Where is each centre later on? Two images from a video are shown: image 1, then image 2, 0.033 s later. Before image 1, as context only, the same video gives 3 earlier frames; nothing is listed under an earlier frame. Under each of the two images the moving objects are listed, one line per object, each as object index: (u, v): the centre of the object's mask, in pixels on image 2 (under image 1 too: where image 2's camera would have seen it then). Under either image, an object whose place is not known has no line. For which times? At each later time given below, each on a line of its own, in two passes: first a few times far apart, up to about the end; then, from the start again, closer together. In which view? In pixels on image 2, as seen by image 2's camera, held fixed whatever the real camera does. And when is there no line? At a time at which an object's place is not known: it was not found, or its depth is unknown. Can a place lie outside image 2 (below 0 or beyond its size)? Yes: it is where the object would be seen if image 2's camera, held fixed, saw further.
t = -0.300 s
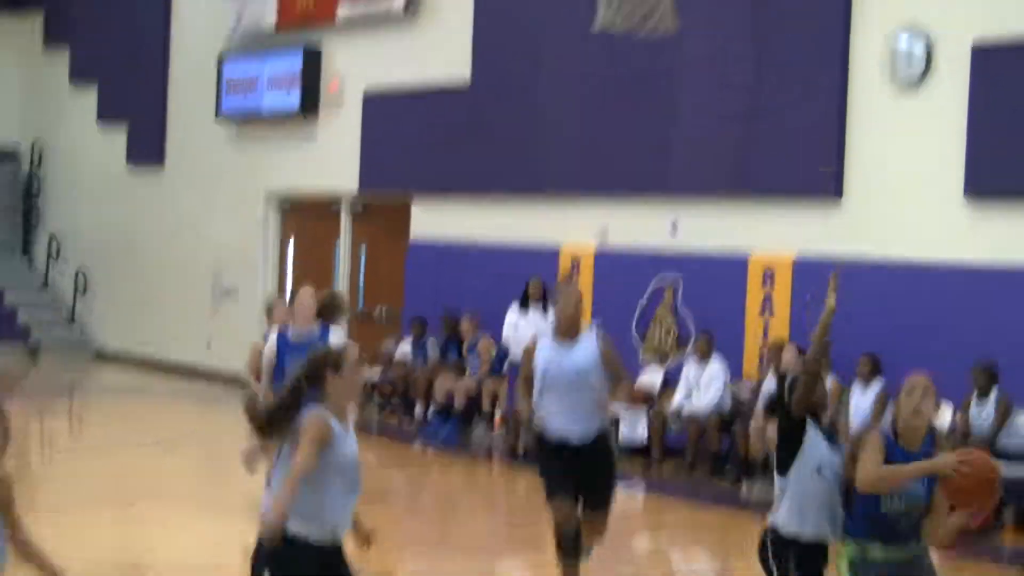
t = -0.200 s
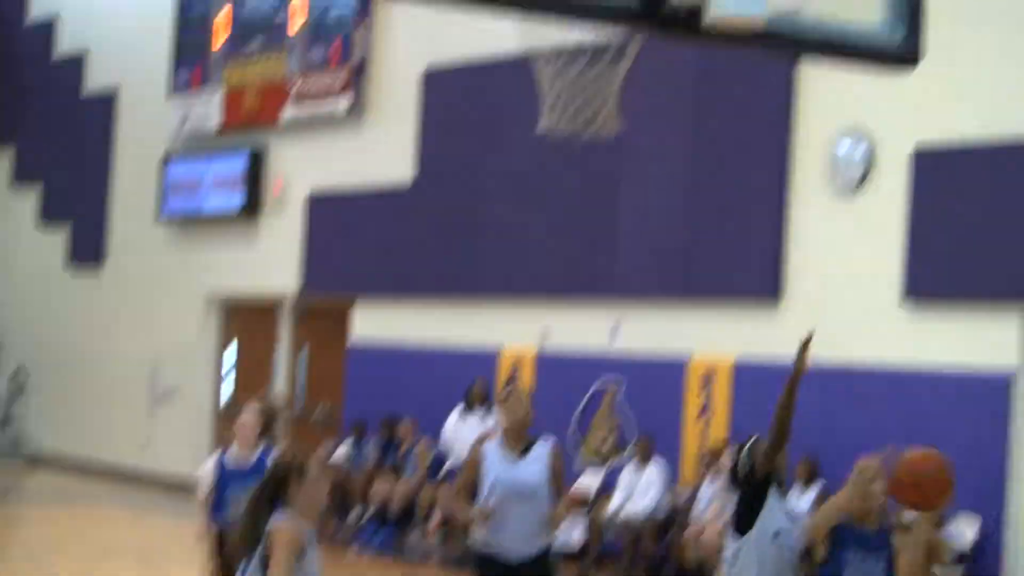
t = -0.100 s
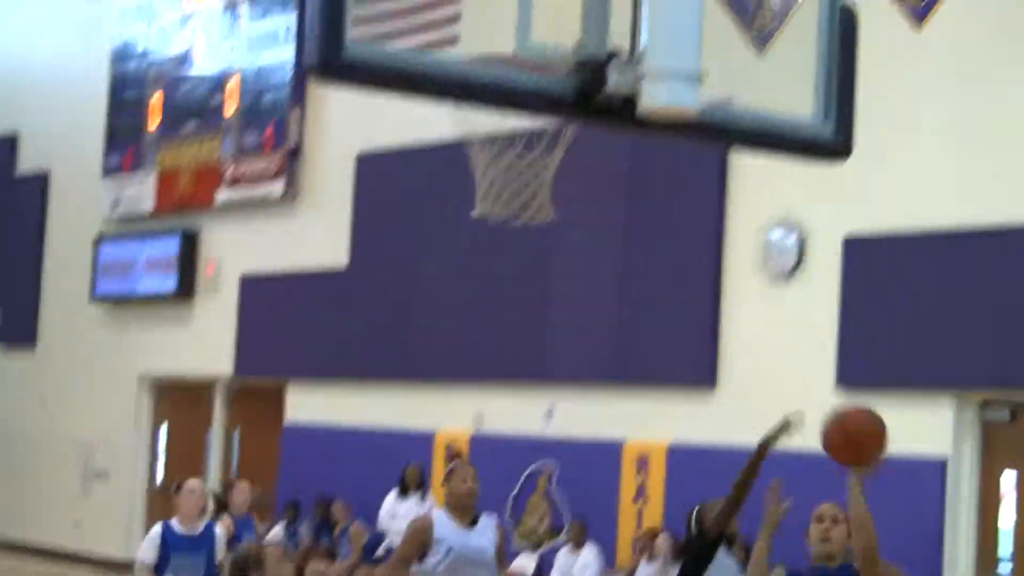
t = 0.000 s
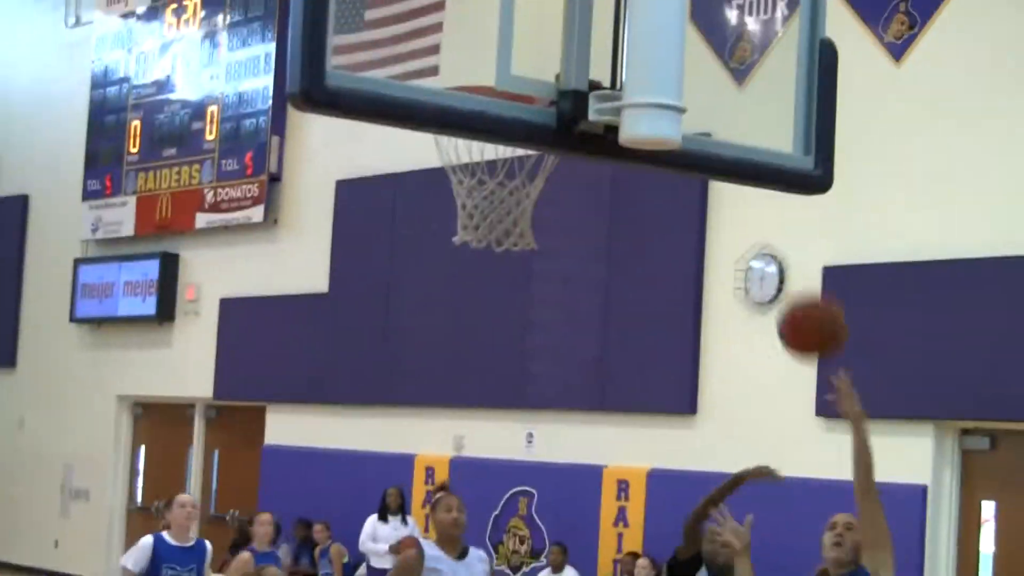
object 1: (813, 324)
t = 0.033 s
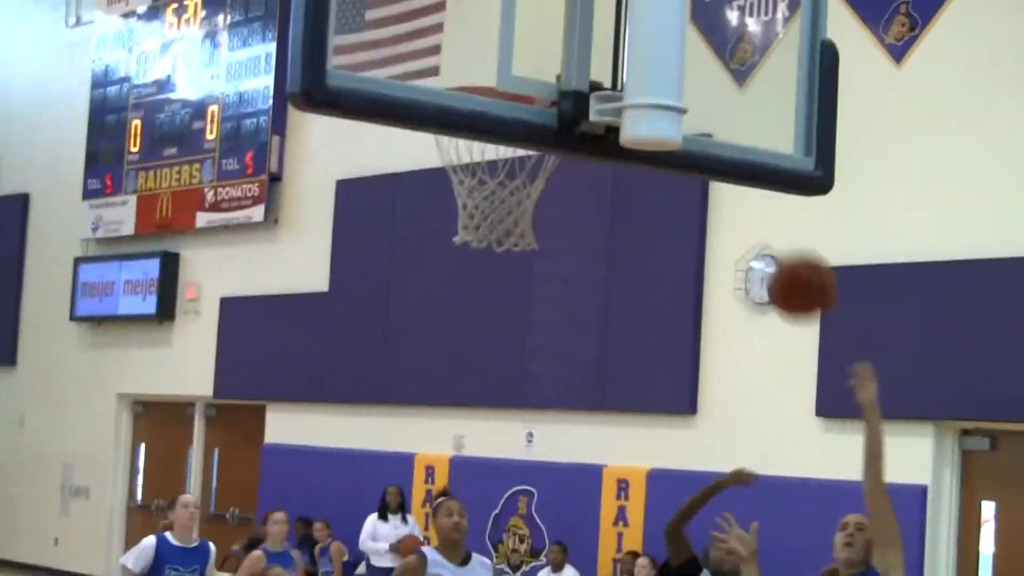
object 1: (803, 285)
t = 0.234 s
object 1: (720, 106)
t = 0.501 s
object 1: (551, 64)
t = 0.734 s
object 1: (520, 75)
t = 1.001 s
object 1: (469, 258)
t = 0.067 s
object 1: (792, 248)
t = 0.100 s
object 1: (778, 217)
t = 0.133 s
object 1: (759, 199)
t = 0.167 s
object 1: (756, 136)
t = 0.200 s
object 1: (741, 124)
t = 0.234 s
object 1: (720, 106)
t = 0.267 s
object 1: (705, 91)
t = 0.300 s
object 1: (696, 82)
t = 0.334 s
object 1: (688, 76)
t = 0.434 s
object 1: (603, 66)
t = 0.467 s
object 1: (553, 70)
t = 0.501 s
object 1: (551, 64)
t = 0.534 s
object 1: (548, 60)
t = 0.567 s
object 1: (545, 59)
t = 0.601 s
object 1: (544, 60)
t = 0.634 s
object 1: (544, 61)
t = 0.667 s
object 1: (544, 63)
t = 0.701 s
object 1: (529, 67)
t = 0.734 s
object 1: (520, 75)
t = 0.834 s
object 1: (486, 160)
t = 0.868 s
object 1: (480, 173)
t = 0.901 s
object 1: (476, 194)
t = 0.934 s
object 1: (472, 215)
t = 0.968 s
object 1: (473, 246)
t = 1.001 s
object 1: (469, 258)
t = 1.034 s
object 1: (465, 281)
